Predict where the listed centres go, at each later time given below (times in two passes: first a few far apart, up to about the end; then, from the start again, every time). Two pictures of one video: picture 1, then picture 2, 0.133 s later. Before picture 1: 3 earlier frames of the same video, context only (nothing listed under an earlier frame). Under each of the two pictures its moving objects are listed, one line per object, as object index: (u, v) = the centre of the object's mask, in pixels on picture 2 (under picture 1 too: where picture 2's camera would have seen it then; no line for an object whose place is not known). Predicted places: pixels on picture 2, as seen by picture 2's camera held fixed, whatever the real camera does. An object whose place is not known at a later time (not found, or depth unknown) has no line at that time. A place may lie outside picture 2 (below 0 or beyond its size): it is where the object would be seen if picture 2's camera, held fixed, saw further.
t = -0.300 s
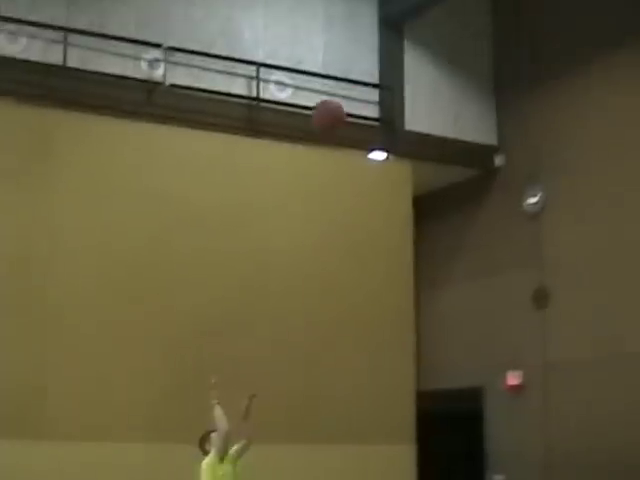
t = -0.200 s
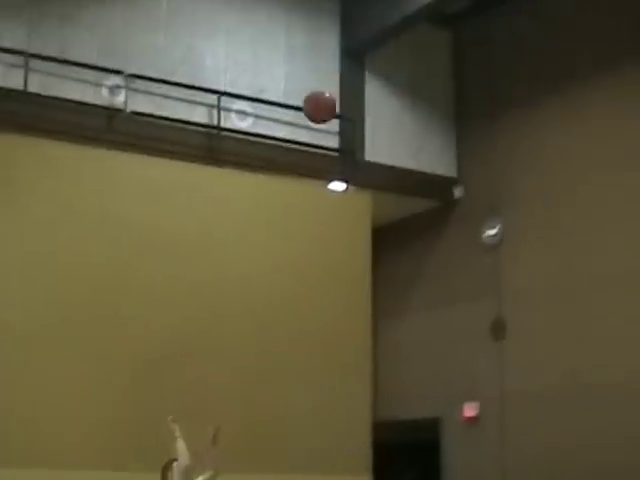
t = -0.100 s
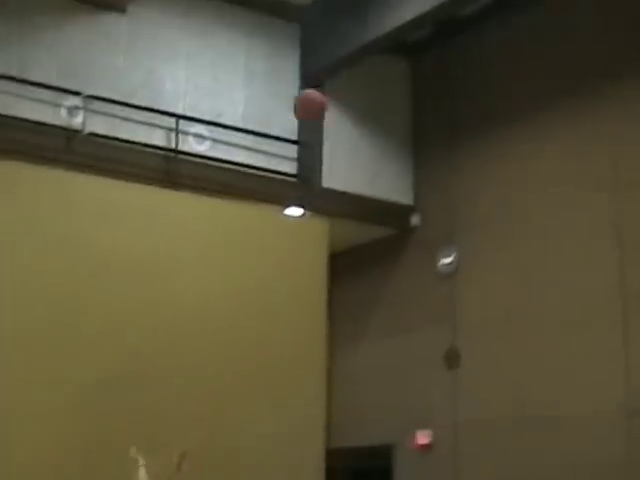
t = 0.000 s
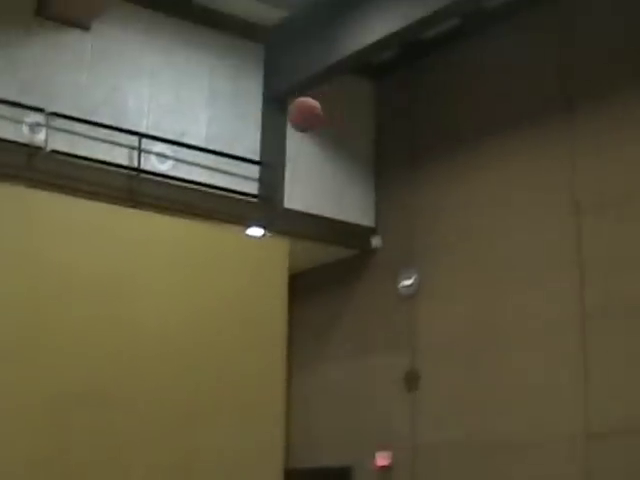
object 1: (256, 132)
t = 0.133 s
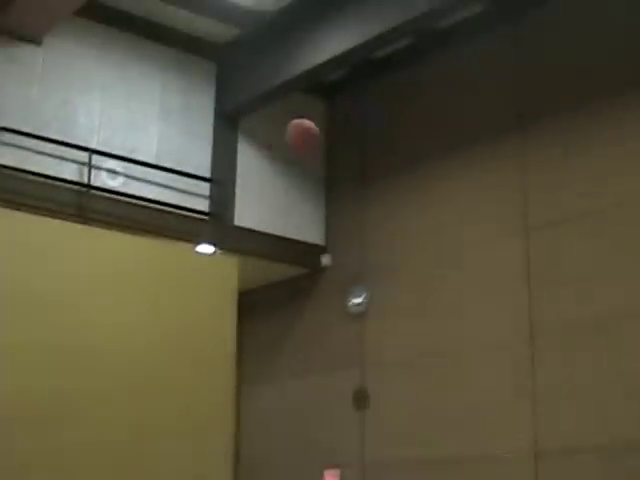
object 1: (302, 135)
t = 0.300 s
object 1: (360, 177)
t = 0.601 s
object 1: (489, 384)
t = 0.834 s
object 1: (624, 726)
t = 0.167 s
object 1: (314, 142)
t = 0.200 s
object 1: (325, 148)
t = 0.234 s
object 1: (337, 157)
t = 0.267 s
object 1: (349, 168)
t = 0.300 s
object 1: (360, 177)
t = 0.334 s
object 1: (373, 192)
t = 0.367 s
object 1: (388, 209)
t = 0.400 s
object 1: (400, 226)
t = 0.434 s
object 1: (415, 245)
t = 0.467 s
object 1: (429, 269)
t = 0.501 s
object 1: (443, 293)
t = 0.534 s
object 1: (457, 321)
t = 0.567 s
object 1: (473, 350)
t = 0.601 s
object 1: (489, 384)
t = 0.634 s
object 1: (506, 420)
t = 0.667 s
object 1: (523, 460)
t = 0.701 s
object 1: (544, 504)
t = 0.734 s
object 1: (562, 552)
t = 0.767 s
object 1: (584, 604)
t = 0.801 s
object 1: (603, 662)
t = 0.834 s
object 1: (624, 726)
